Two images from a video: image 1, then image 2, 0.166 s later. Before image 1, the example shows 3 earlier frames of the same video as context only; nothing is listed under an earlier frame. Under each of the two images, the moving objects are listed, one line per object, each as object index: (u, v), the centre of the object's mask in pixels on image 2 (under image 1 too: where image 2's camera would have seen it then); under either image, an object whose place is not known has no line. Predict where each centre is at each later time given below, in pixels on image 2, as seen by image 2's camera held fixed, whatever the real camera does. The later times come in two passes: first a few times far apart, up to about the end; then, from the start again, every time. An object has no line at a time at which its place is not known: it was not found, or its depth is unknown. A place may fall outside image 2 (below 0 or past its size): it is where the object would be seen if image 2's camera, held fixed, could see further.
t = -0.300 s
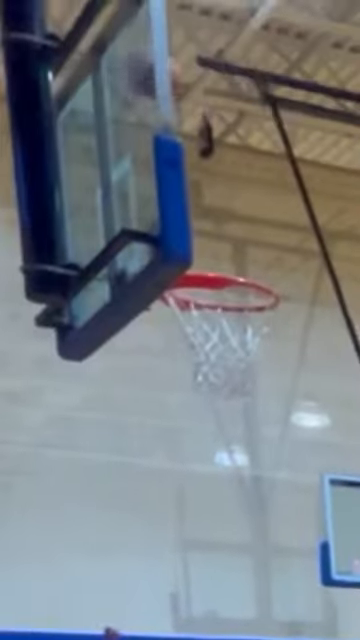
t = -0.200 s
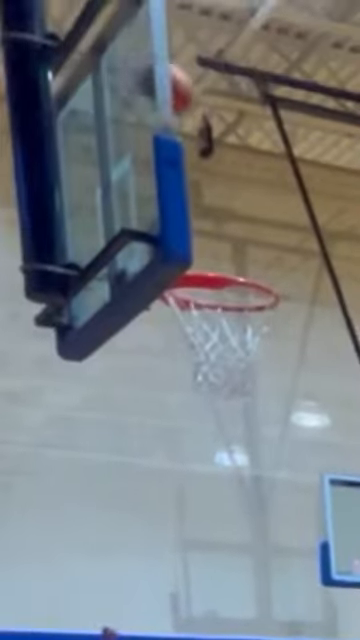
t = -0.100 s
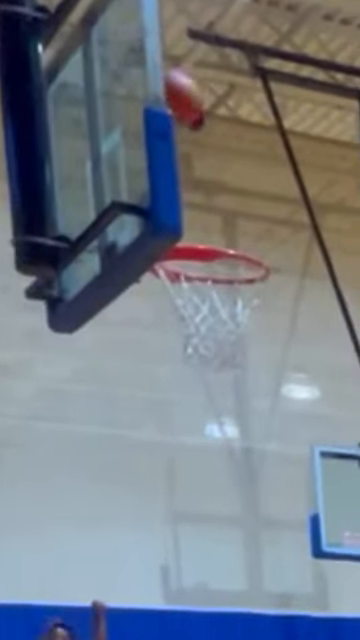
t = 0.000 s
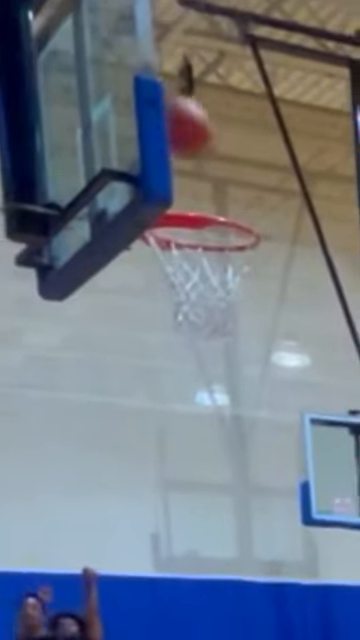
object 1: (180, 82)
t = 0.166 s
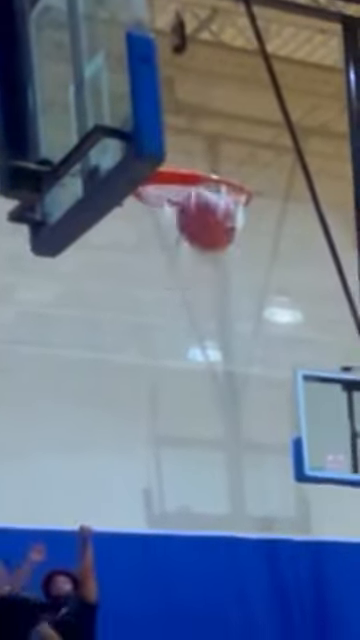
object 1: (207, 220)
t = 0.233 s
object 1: (207, 228)
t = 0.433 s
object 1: (207, 278)
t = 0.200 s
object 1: (206, 223)
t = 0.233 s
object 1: (207, 228)
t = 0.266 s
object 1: (207, 228)
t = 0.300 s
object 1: (206, 231)
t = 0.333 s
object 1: (206, 237)
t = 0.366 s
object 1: (206, 248)
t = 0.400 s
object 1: (206, 262)
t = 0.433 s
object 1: (207, 278)
